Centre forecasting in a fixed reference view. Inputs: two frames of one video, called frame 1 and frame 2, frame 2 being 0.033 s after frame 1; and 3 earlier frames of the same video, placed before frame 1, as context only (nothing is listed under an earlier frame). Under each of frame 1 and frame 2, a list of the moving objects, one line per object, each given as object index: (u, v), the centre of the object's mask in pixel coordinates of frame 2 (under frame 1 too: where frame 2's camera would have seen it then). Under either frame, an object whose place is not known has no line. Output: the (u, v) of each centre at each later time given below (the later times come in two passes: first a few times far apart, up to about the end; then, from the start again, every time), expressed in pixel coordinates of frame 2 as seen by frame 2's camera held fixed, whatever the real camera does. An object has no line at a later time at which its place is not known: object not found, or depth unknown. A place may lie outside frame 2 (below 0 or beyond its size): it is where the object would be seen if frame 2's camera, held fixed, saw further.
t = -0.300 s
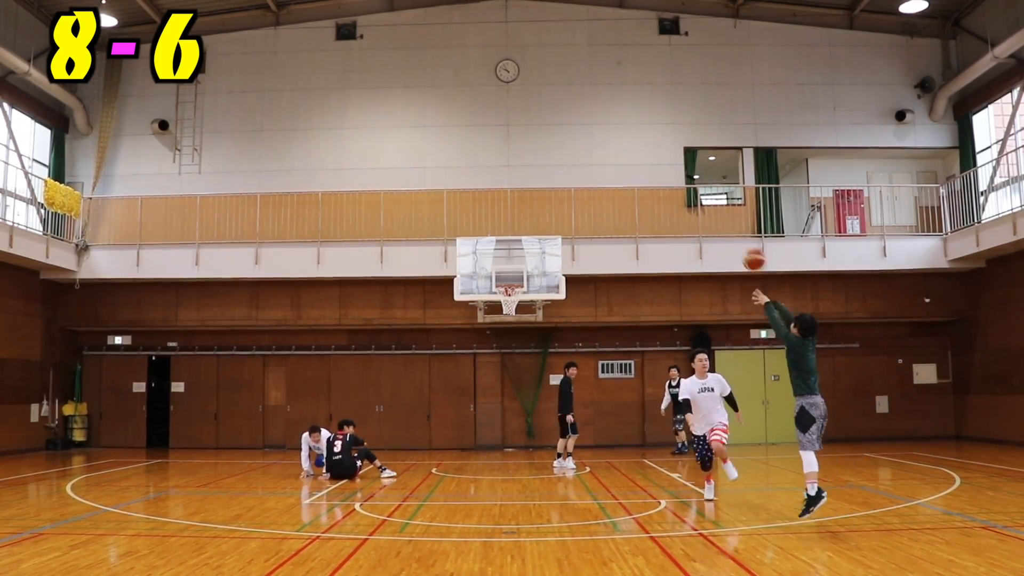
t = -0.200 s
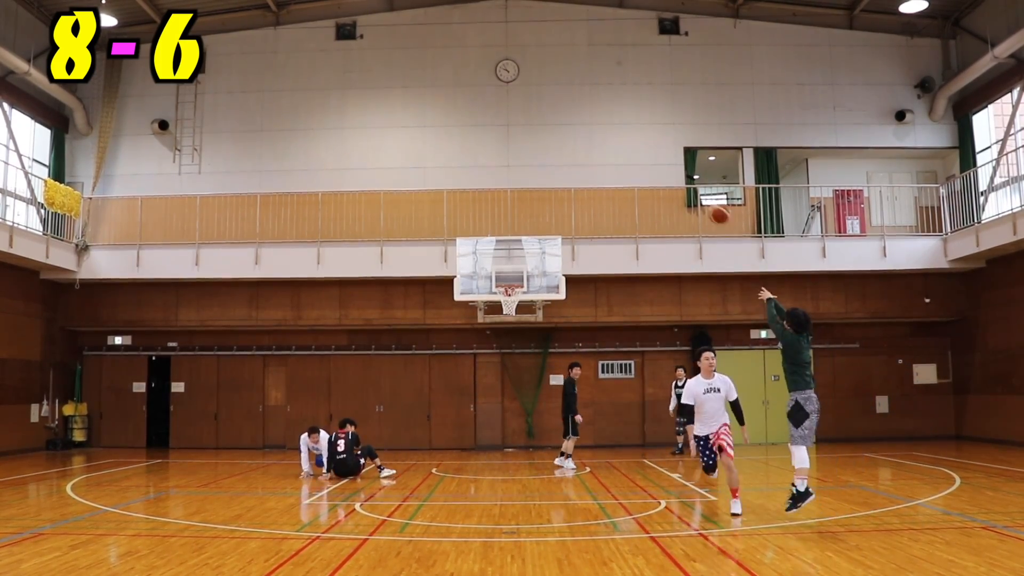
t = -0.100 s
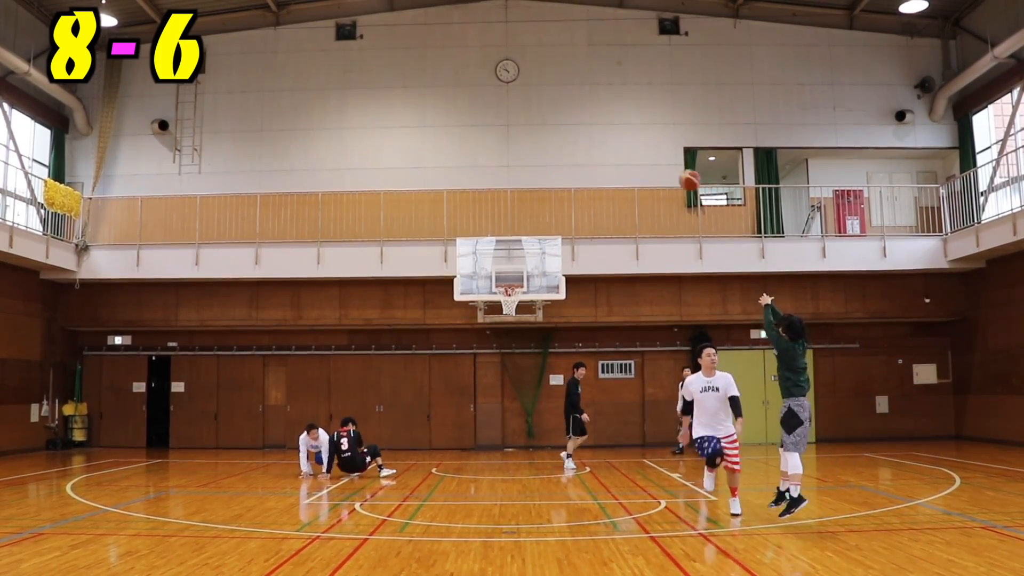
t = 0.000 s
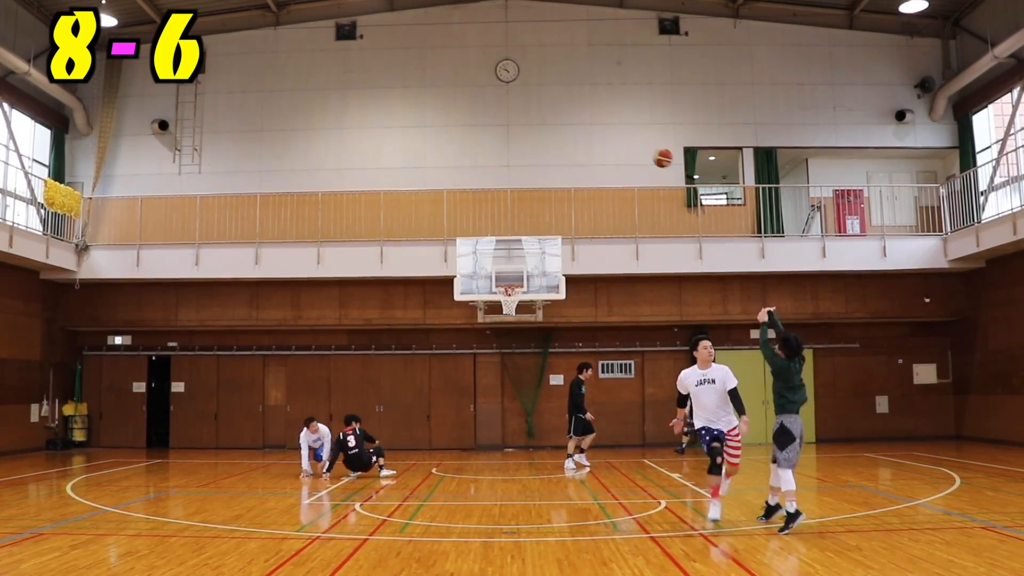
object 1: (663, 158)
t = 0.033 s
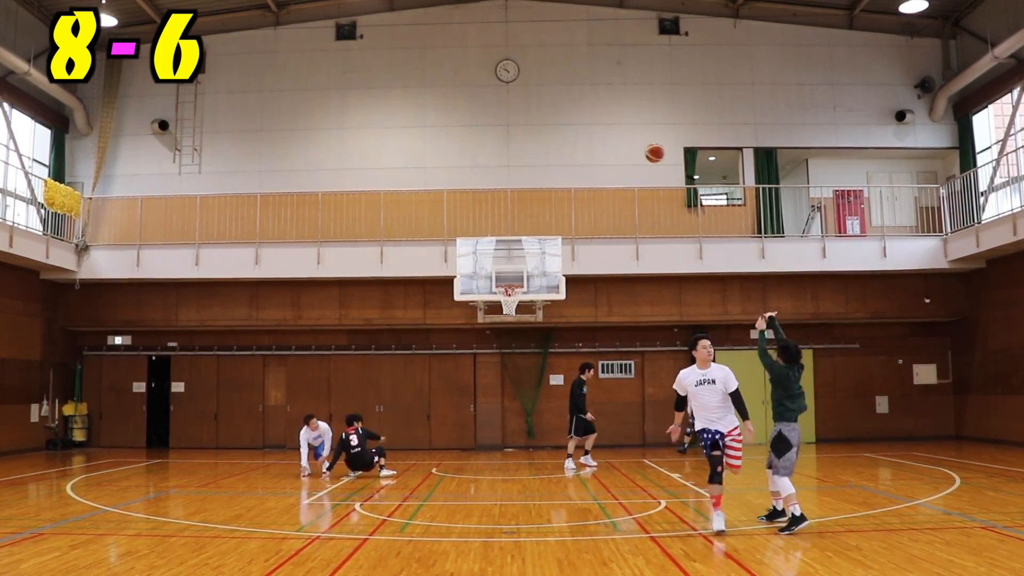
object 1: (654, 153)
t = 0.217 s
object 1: (614, 141)
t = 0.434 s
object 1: (574, 157)
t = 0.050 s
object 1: (650, 151)
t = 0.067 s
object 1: (646, 149)
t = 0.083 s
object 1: (642, 147)
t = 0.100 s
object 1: (638, 145)
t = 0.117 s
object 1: (635, 144)
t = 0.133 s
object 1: (631, 143)
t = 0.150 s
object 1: (627, 142)
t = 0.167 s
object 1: (624, 141)
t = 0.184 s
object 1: (620, 141)
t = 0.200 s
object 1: (617, 141)
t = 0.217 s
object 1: (614, 141)
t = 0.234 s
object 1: (610, 141)
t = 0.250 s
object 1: (607, 142)
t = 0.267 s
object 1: (604, 142)
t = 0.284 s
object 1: (600, 143)
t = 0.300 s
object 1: (598, 144)
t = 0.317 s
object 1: (595, 145)
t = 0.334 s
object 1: (592, 146)
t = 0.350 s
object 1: (589, 147)
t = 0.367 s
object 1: (586, 149)
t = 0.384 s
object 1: (583, 151)
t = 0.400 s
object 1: (580, 153)
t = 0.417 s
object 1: (577, 154)
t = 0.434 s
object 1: (574, 157)
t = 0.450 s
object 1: (572, 158)
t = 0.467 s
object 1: (569, 161)
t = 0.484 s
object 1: (566, 165)
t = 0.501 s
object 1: (564, 168)
